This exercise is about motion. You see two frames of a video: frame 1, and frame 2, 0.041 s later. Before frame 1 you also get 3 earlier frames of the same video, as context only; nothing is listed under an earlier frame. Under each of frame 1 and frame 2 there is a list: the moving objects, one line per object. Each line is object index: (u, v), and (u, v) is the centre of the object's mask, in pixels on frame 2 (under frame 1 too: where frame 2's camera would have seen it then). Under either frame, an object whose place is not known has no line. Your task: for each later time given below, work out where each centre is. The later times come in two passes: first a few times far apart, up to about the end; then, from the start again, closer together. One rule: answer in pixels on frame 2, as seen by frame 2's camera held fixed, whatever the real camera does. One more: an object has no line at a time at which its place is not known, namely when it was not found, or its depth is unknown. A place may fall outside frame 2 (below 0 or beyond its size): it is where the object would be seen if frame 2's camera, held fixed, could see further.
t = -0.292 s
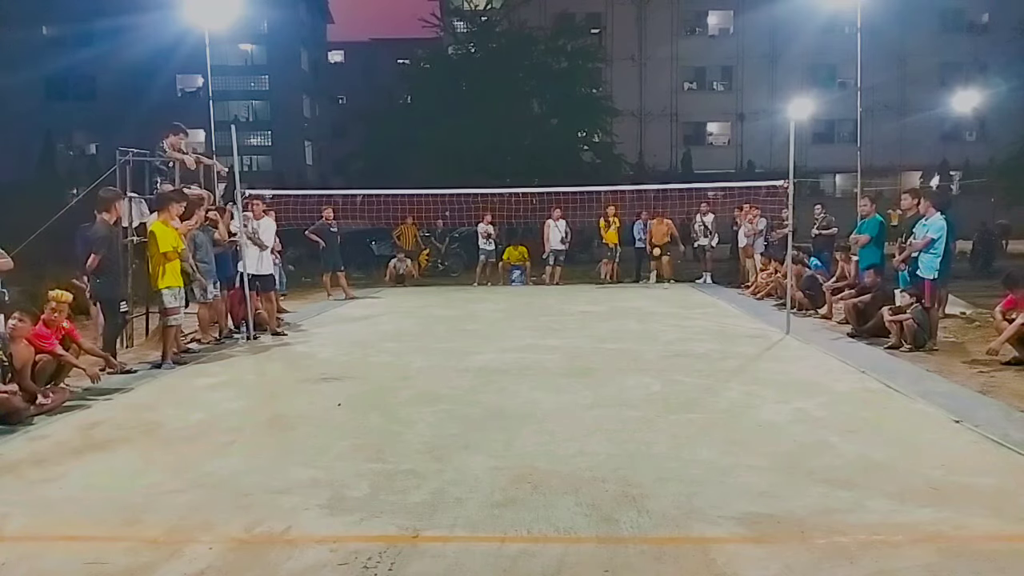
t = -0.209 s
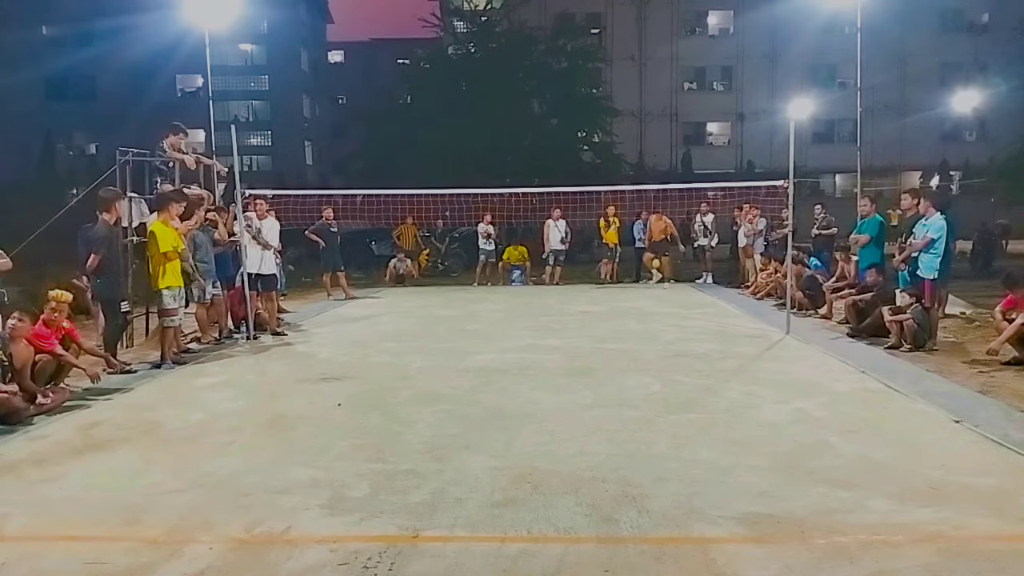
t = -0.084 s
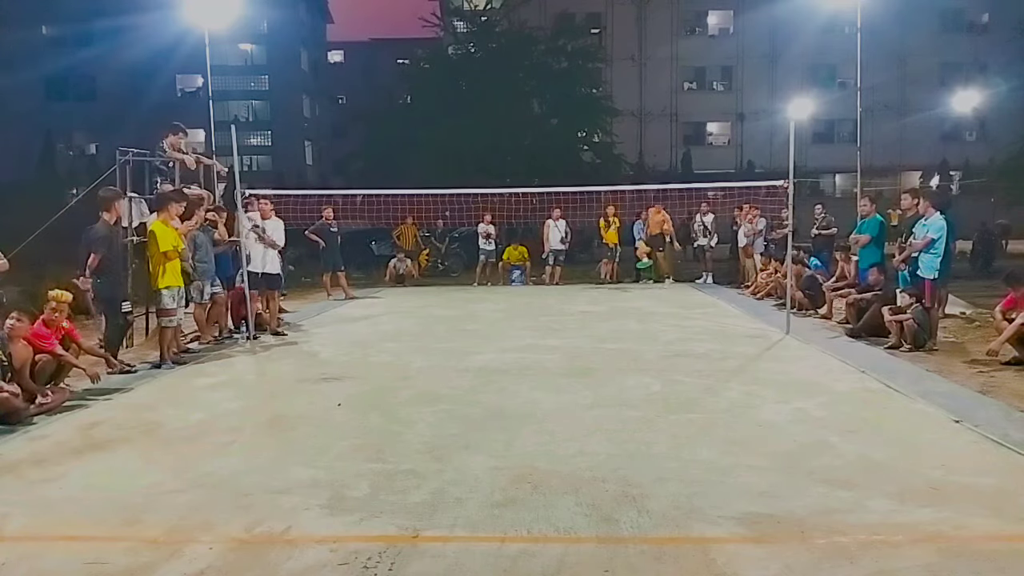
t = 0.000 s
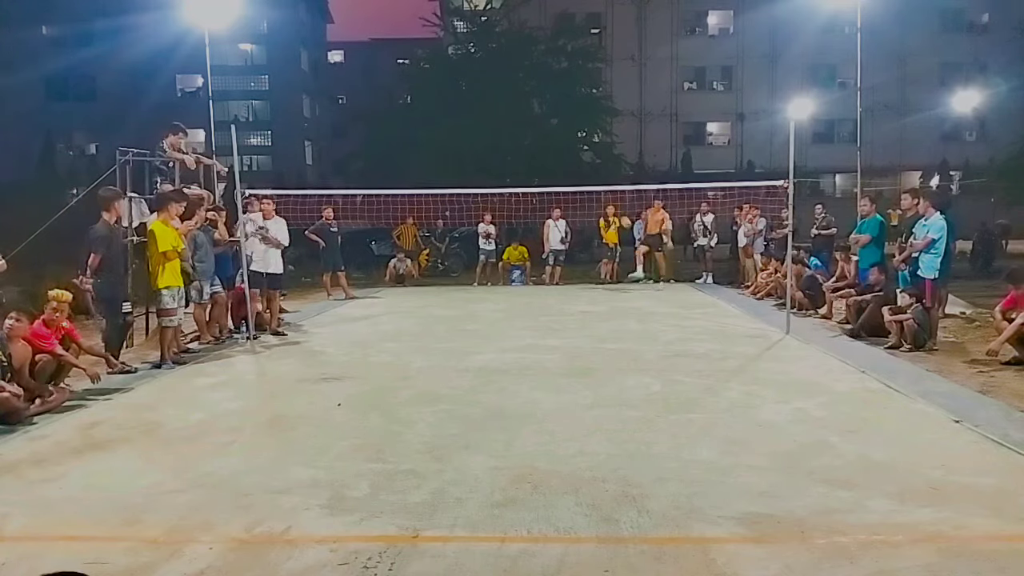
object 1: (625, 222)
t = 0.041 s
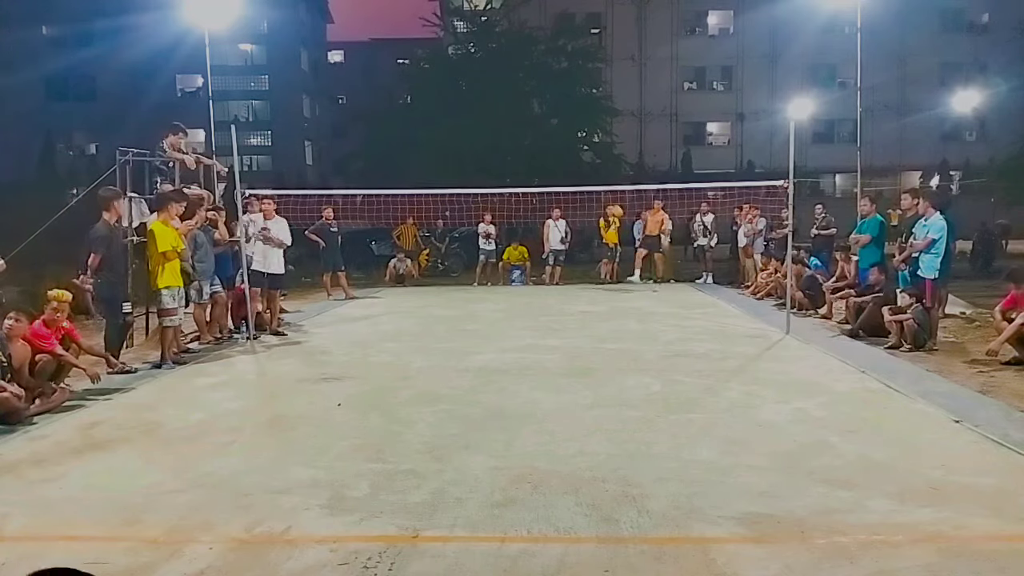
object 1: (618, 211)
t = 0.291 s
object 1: (554, 154)
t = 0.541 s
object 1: (459, 130)
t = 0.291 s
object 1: (554, 154)
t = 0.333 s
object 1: (541, 147)
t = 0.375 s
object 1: (527, 142)
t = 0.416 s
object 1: (512, 137)
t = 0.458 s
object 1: (496, 133)
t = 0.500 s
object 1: (478, 130)
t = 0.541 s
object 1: (459, 130)
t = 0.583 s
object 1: (438, 131)
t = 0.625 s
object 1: (415, 134)
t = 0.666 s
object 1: (389, 140)
